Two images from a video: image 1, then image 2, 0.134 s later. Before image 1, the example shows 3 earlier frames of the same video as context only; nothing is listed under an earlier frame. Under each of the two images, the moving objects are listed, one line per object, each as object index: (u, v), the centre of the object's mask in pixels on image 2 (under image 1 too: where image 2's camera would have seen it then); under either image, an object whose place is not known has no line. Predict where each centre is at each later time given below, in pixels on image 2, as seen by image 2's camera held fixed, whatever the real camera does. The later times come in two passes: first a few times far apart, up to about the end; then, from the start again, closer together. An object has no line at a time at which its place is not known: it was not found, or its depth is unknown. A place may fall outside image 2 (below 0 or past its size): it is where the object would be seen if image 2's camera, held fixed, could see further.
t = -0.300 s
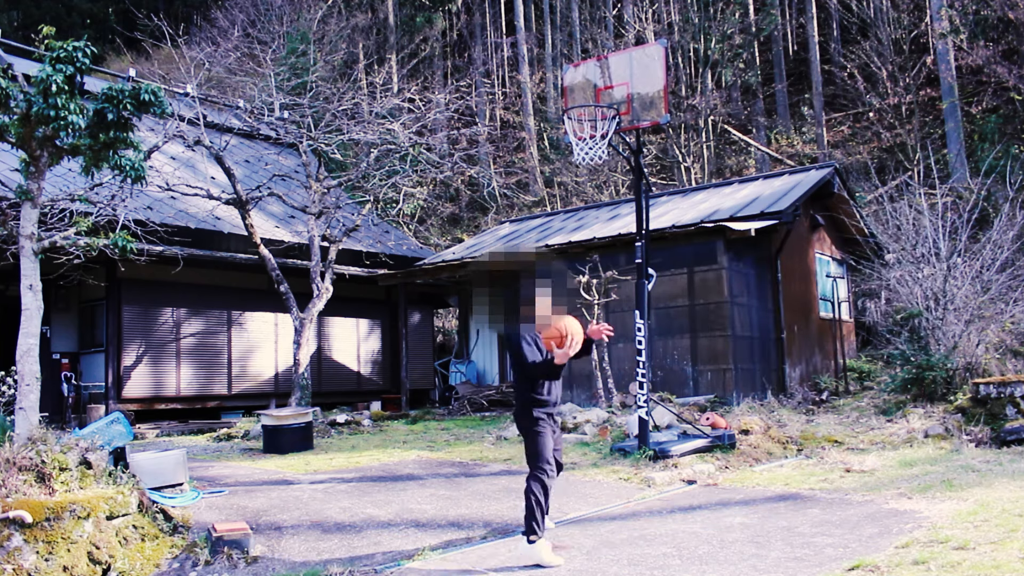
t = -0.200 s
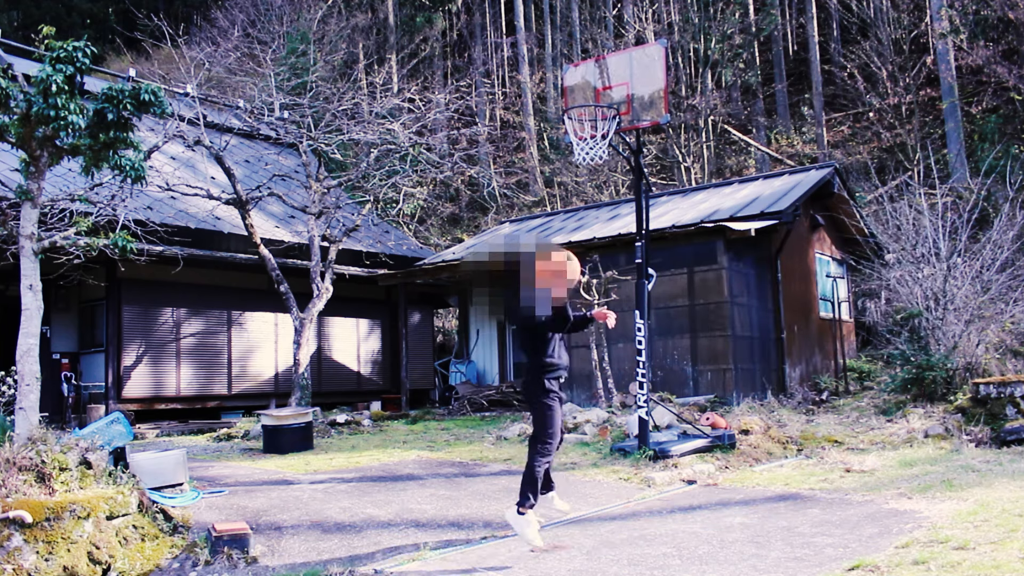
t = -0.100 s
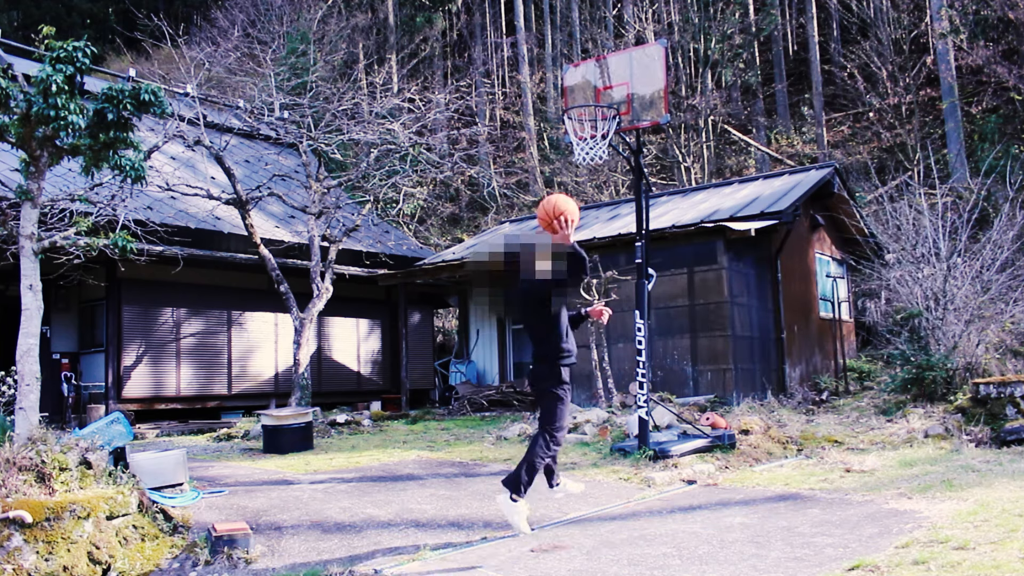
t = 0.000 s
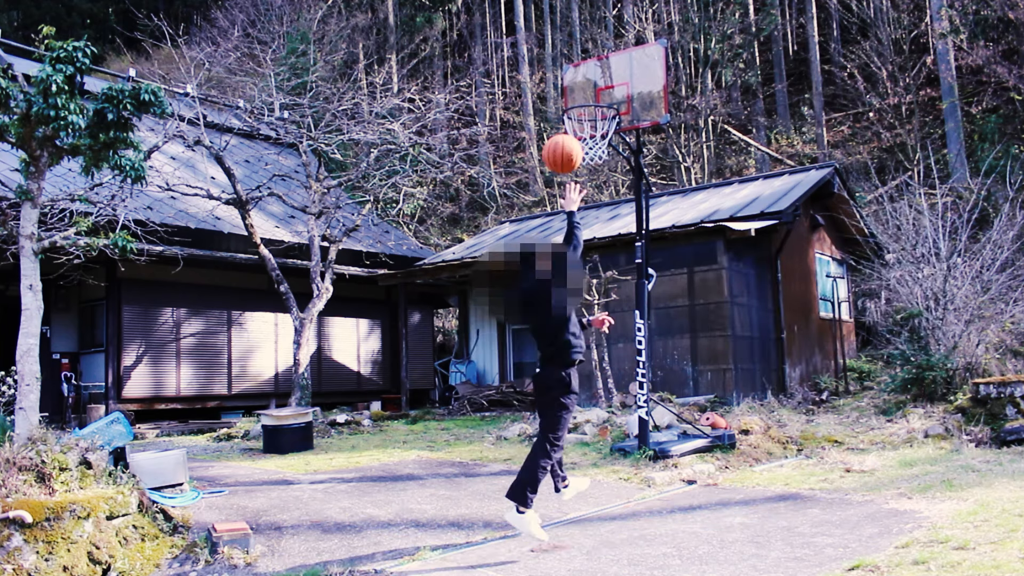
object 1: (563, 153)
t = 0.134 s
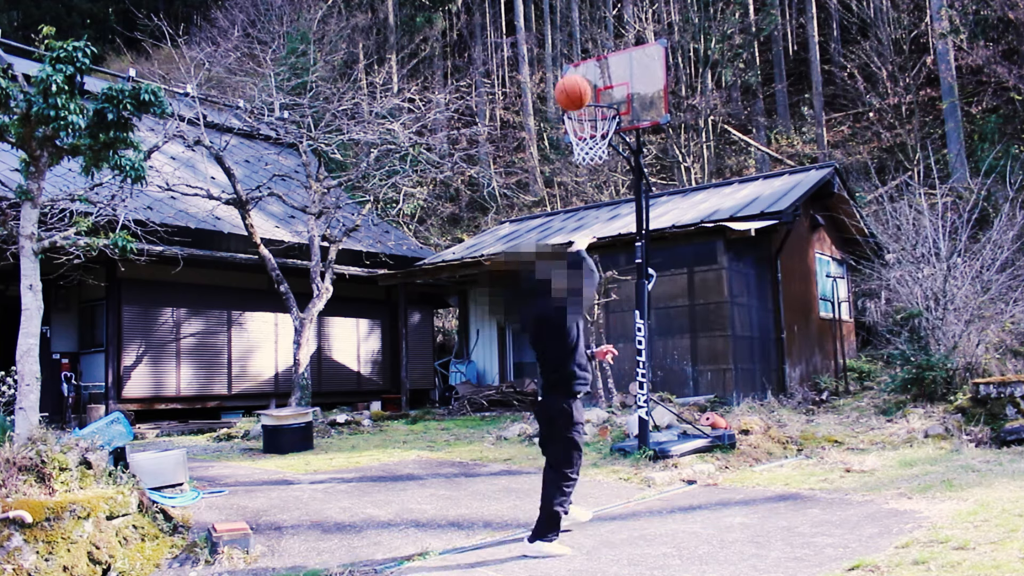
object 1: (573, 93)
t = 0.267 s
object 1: (583, 63)
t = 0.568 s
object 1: (604, 80)
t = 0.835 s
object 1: (569, 134)
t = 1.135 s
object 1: (577, 200)
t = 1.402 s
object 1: (589, 354)
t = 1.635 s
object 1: (612, 437)
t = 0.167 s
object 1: (575, 83)
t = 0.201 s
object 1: (578, 75)
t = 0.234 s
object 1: (580, 68)
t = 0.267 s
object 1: (583, 63)
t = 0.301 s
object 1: (585, 60)
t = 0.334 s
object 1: (588, 58)
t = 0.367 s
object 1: (590, 58)
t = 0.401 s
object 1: (593, 59)
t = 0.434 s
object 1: (595, 61)
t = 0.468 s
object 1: (597, 64)
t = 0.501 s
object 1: (600, 68)
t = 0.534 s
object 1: (602, 73)
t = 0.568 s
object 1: (604, 80)
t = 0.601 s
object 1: (607, 87)
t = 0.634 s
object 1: (604, 92)
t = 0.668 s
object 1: (597, 98)
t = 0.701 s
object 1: (589, 107)
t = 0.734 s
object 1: (583, 115)
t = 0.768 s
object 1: (576, 124)
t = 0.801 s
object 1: (571, 133)
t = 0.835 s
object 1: (569, 134)
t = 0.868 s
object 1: (568, 137)
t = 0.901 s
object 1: (569, 143)
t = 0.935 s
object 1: (571, 147)
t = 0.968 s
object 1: (571, 153)
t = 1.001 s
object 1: (573, 158)
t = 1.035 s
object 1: (573, 167)
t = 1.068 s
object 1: (574, 176)
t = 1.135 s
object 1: (577, 200)
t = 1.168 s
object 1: (578, 213)
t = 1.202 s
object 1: (580, 229)
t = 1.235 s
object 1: (581, 246)
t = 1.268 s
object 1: (583, 264)
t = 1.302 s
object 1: (585, 284)
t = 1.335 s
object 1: (586, 306)
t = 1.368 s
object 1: (588, 329)
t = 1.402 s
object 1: (589, 354)
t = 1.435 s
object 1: (591, 380)
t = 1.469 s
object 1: (593, 408)
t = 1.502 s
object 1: (595, 438)
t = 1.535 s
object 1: (596, 469)
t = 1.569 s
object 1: (599, 479)
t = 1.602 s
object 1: (606, 457)
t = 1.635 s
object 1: (612, 437)
